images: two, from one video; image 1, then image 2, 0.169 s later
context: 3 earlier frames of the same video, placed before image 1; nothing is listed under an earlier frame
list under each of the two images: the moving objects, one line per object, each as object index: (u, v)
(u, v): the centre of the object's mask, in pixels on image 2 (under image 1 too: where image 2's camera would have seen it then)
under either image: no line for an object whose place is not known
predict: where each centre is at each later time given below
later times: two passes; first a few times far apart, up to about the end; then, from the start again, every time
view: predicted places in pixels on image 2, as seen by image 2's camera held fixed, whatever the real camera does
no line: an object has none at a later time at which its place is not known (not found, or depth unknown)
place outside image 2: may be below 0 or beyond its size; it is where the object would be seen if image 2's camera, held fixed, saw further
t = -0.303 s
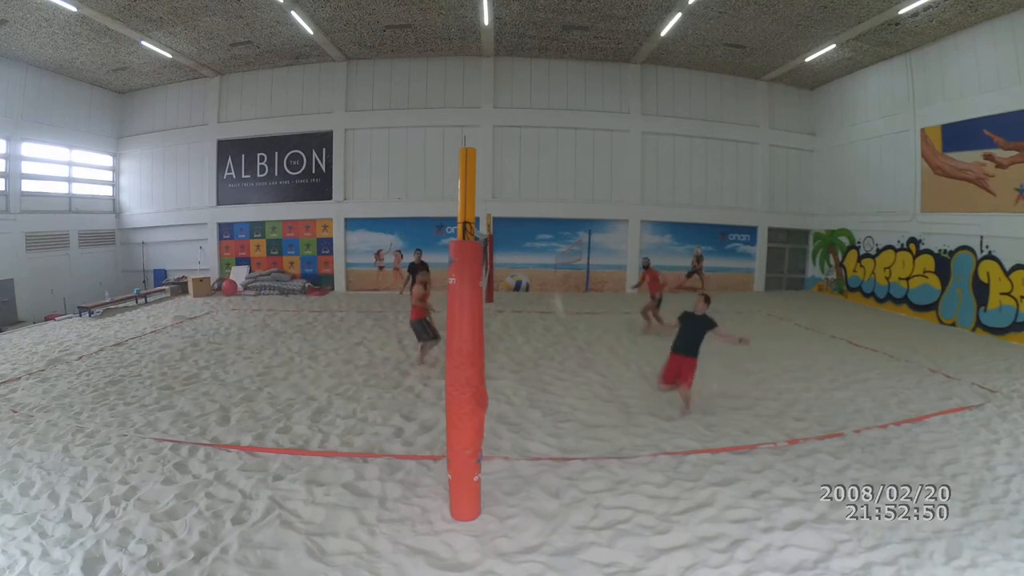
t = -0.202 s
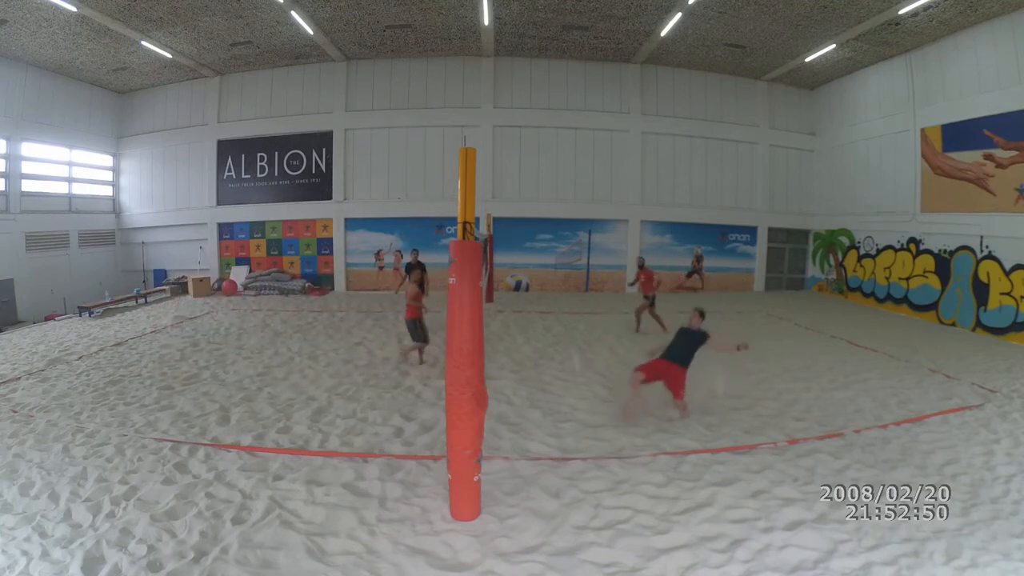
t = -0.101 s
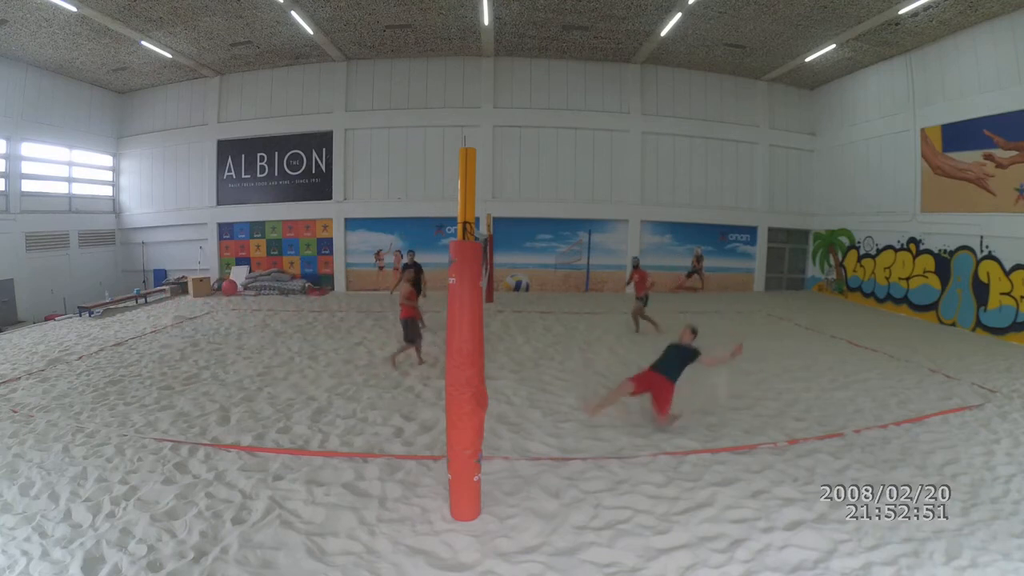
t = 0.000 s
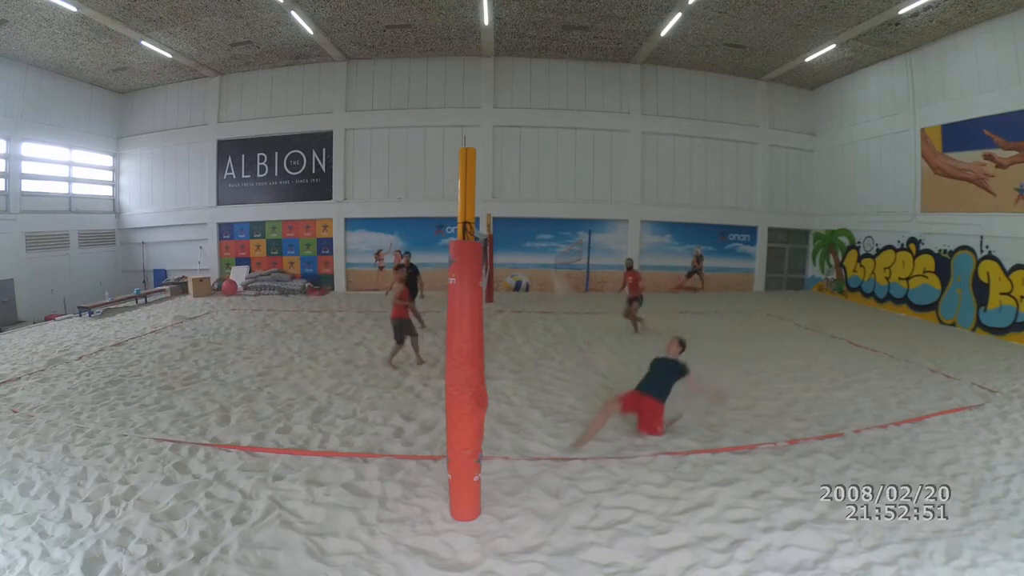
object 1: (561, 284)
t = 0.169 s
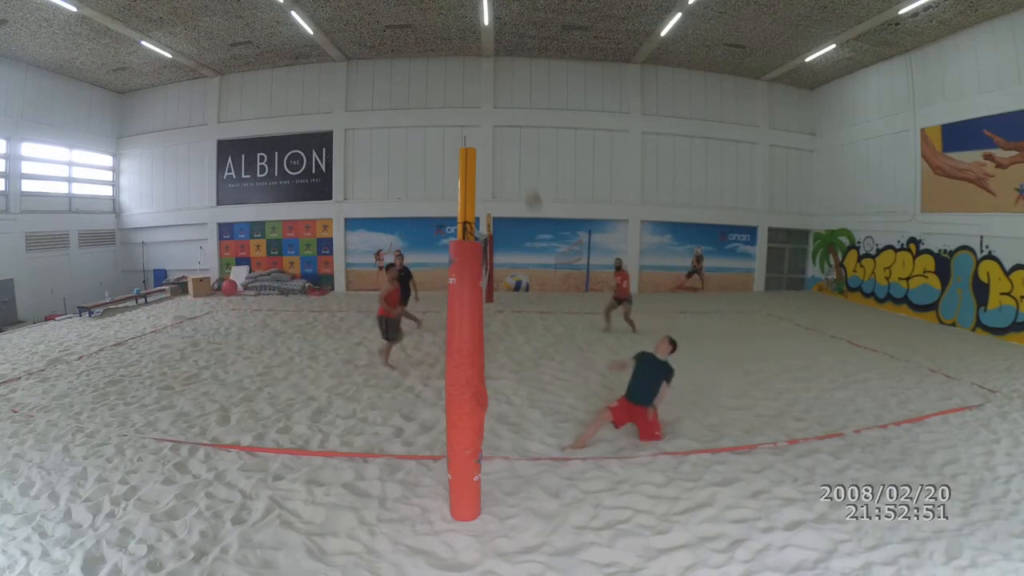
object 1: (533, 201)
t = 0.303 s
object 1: (513, 158)
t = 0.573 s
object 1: (481, 126)
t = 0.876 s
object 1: (454, 148)
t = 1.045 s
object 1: (443, 180)
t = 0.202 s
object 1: (527, 187)
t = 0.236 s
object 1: (523, 177)
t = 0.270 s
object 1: (518, 167)
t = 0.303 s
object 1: (513, 158)
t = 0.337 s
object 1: (509, 151)
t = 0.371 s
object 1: (504, 144)
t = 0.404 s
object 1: (500, 140)
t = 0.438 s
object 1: (496, 135)
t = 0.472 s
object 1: (492, 132)
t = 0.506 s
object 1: (488, 129)
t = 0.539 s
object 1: (485, 127)
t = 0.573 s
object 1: (481, 126)
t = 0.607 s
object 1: (479, 126)
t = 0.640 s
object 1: (475, 127)
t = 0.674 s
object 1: (472, 128)
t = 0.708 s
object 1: (469, 129)
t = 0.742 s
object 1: (466, 132)
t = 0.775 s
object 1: (463, 134)
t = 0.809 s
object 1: (461, 139)
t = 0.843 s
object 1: (457, 143)
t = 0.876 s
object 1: (454, 148)
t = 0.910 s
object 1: (453, 153)
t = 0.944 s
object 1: (450, 159)
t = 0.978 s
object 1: (448, 166)
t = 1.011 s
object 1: (445, 172)
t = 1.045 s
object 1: (443, 180)
